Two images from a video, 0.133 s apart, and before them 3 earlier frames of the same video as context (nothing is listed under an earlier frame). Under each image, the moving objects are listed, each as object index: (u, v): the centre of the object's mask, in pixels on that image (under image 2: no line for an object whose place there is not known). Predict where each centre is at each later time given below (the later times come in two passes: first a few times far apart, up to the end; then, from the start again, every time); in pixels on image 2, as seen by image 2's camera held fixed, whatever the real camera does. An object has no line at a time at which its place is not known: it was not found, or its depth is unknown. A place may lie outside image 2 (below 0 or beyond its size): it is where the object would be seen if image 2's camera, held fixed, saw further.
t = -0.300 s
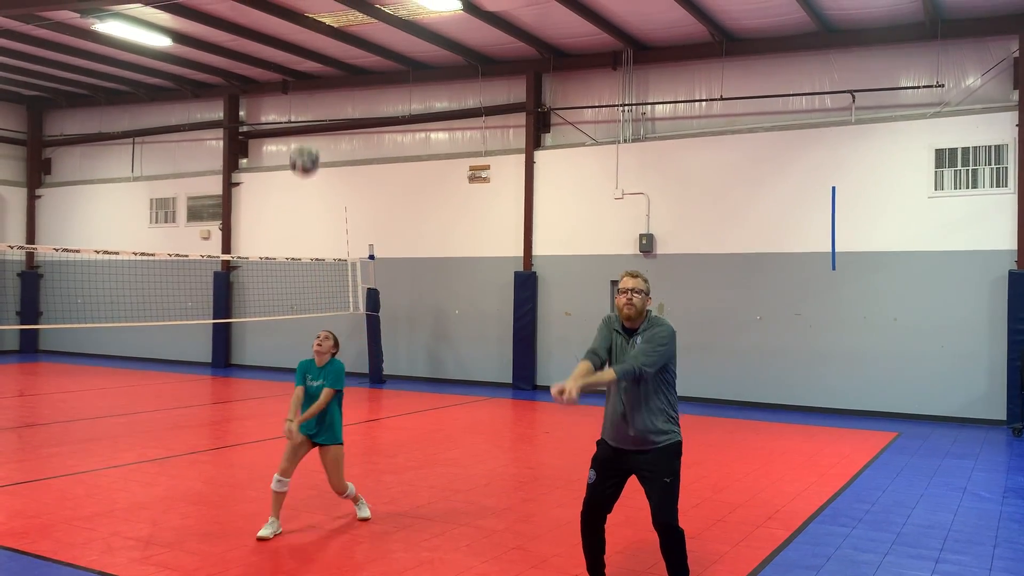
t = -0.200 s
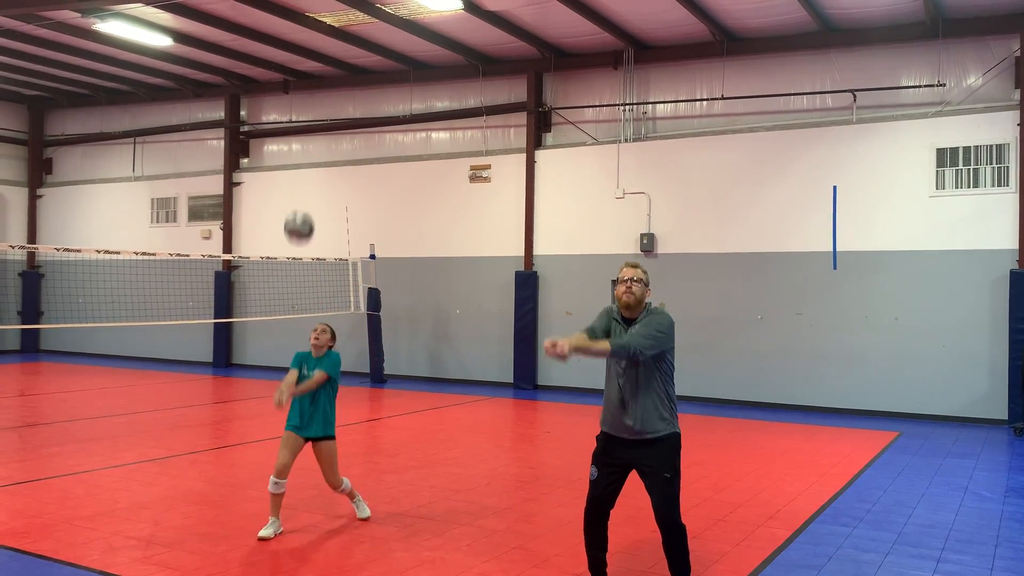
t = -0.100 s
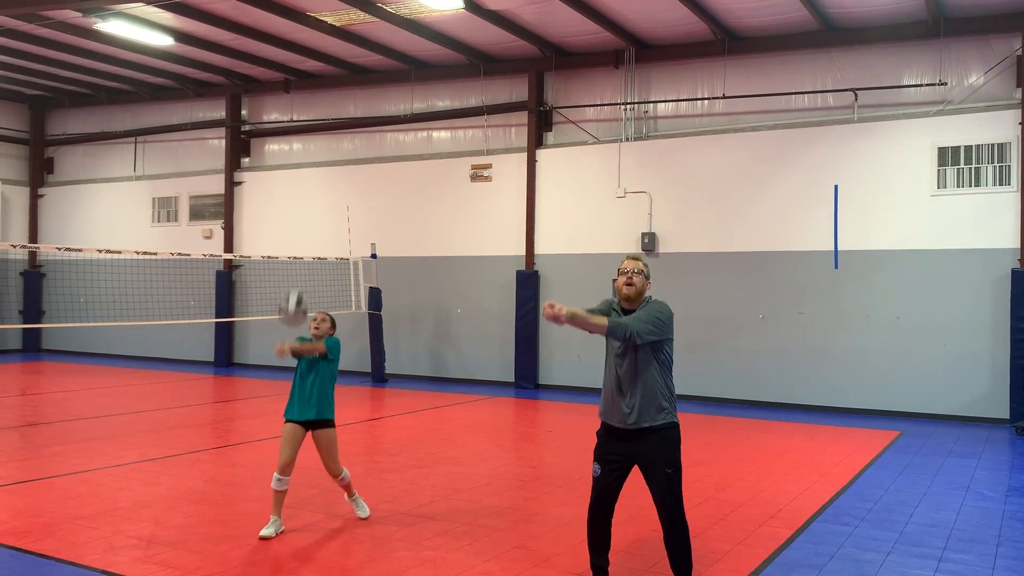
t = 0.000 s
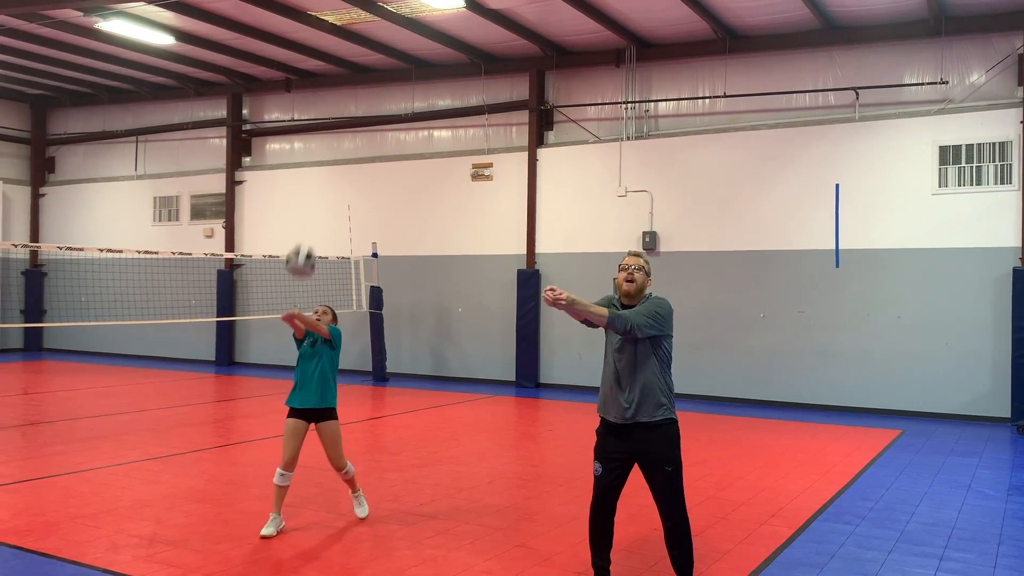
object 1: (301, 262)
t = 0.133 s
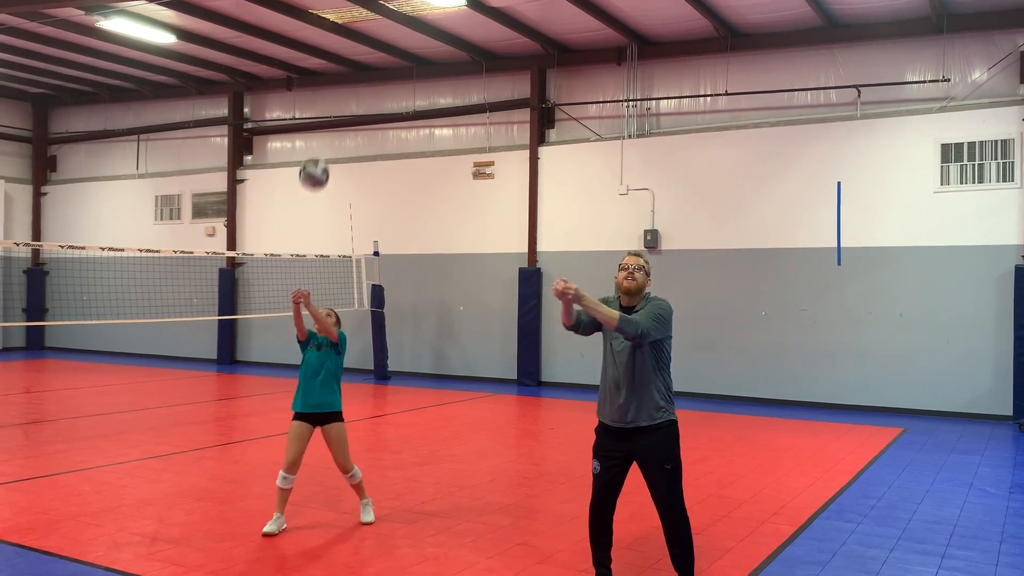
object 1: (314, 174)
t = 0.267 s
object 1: (325, 115)
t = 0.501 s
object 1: (343, 72)
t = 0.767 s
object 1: (363, 114)
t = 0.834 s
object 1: (367, 138)
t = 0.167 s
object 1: (317, 157)
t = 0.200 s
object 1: (320, 141)
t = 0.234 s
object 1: (322, 127)
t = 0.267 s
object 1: (325, 115)
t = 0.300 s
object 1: (328, 103)
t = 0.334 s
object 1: (330, 95)
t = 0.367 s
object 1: (333, 87)
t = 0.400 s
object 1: (336, 80)
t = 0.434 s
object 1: (338, 76)
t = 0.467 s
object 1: (341, 73)
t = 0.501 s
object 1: (343, 72)
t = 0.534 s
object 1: (346, 72)
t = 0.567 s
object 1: (348, 73)
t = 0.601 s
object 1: (351, 77)
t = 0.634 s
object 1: (353, 81)
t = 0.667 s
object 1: (355, 87)
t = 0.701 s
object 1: (357, 94)
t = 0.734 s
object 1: (360, 103)
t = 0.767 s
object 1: (363, 114)
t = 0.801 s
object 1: (364, 125)
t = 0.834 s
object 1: (367, 138)
